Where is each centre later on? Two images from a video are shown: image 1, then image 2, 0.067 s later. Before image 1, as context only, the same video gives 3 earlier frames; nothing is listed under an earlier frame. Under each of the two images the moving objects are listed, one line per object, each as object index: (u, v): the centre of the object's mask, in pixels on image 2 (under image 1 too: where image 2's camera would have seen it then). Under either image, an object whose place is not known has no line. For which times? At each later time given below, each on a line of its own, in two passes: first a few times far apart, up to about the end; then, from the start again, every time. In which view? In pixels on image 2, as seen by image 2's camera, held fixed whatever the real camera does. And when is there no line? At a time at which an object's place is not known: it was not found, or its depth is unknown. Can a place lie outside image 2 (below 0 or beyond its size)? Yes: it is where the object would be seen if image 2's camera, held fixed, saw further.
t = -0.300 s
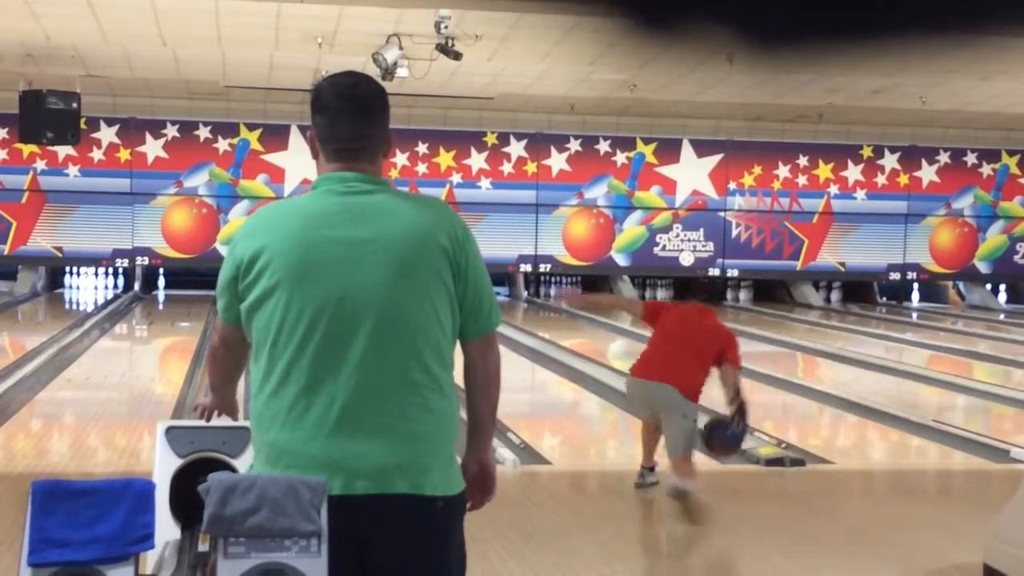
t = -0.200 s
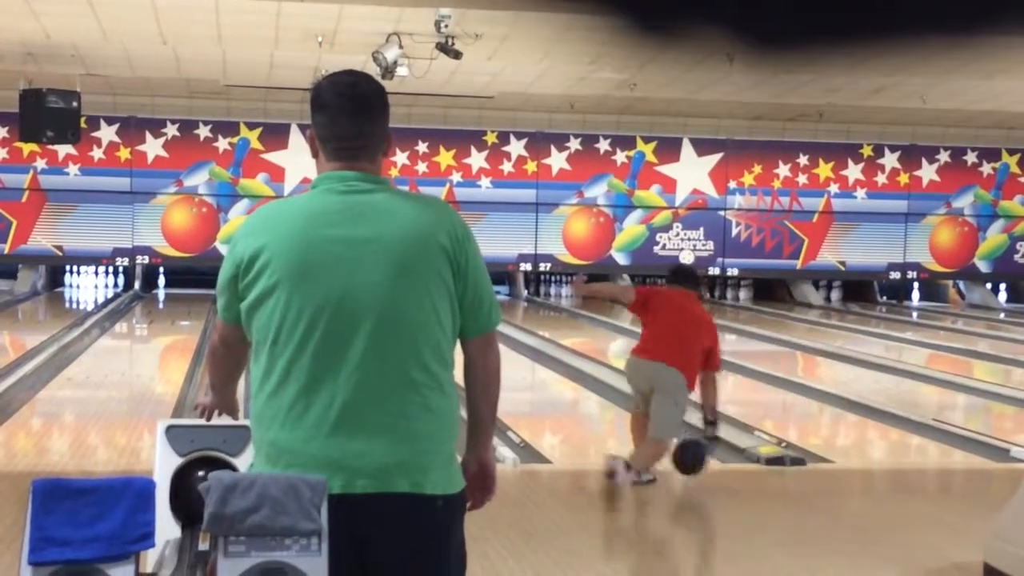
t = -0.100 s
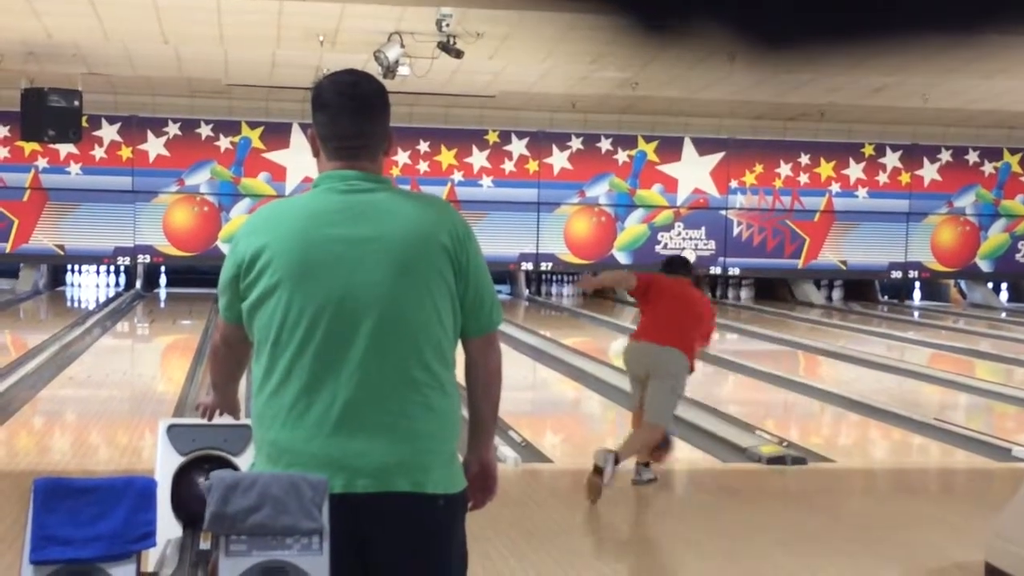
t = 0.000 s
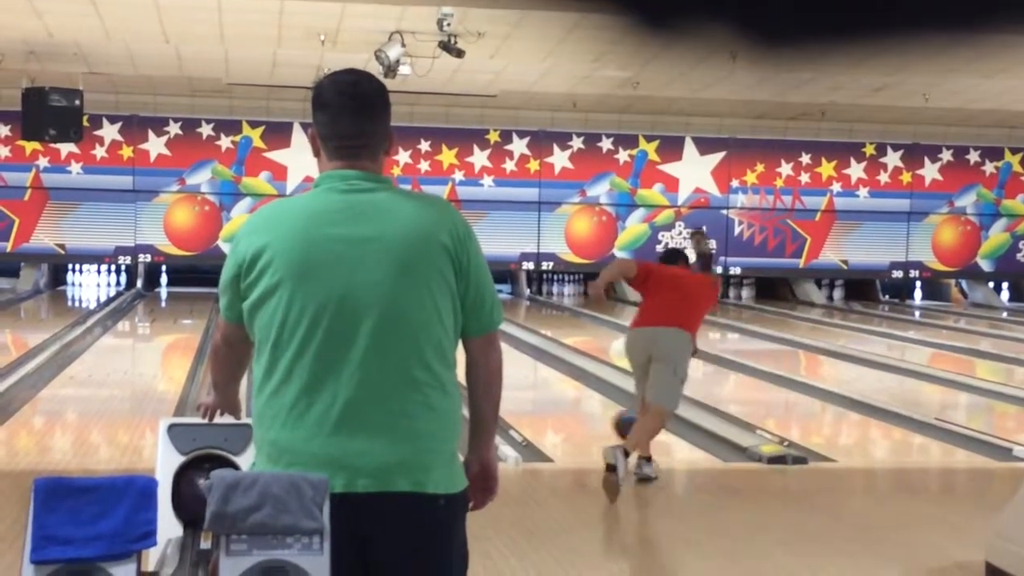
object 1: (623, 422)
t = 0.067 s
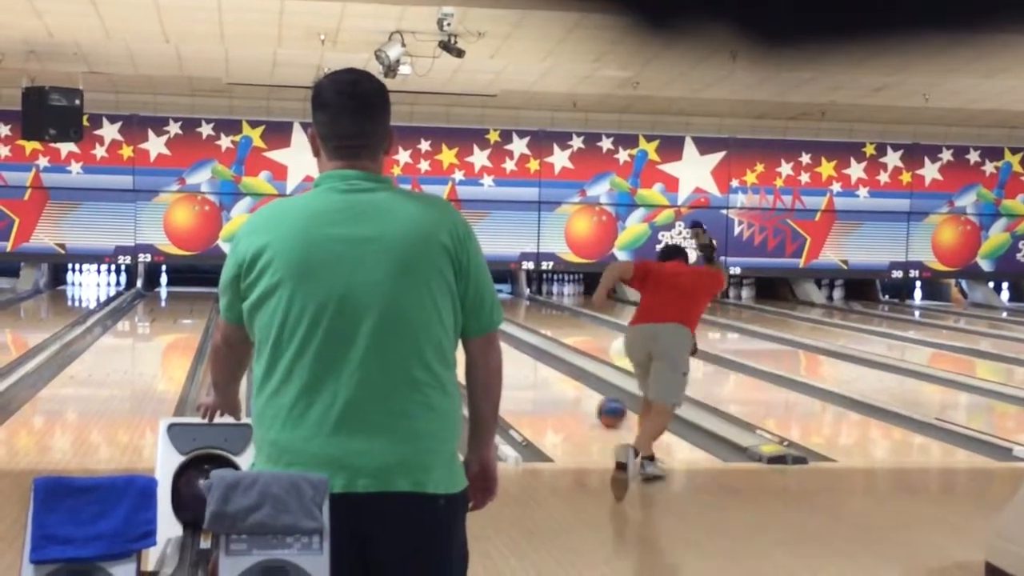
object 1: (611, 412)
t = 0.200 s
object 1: (582, 393)
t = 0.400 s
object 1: (548, 371)
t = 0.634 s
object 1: (517, 350)
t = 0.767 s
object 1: (504, 342)
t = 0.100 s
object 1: (603, 407)
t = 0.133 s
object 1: (596, 402)
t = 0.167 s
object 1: (589, 398)
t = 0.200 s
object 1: (582, 393)
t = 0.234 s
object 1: (576, 389)
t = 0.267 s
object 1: (569, 385)
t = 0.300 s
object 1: (564, 381)
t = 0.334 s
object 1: (558, 378)
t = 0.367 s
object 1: (553, 374)
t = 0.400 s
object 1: (548, 371)
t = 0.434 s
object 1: (543, 367)
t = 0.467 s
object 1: (537, 365)
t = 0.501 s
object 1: (534, 360)
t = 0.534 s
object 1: (529, 358)
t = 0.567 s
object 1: (525, 356)
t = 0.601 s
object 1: (520, 354)
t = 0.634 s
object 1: (517, 350)
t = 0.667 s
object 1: (512, 349)
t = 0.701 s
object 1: (508, 347)
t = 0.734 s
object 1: (505, 344)
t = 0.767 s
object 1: (504, 342)
